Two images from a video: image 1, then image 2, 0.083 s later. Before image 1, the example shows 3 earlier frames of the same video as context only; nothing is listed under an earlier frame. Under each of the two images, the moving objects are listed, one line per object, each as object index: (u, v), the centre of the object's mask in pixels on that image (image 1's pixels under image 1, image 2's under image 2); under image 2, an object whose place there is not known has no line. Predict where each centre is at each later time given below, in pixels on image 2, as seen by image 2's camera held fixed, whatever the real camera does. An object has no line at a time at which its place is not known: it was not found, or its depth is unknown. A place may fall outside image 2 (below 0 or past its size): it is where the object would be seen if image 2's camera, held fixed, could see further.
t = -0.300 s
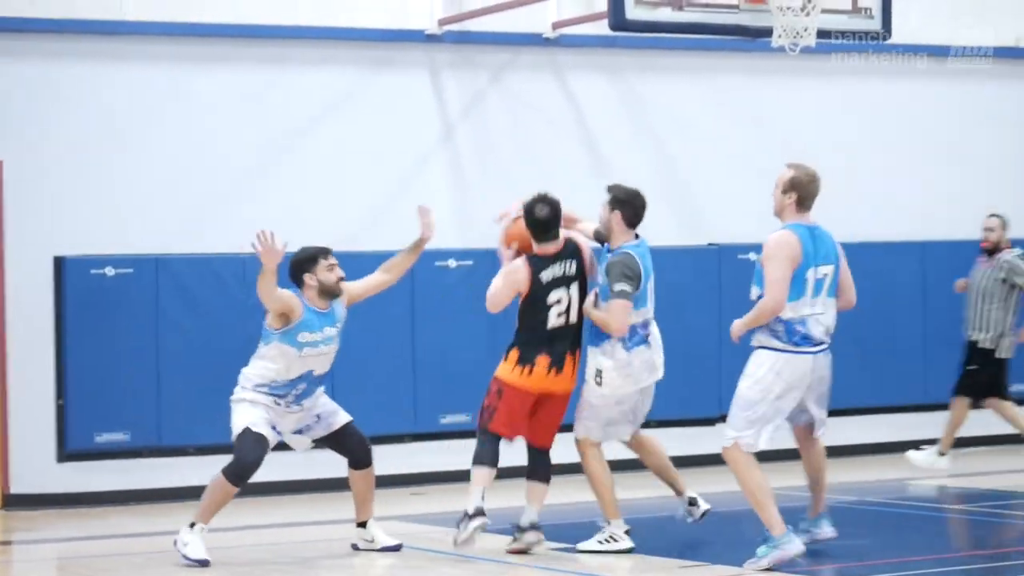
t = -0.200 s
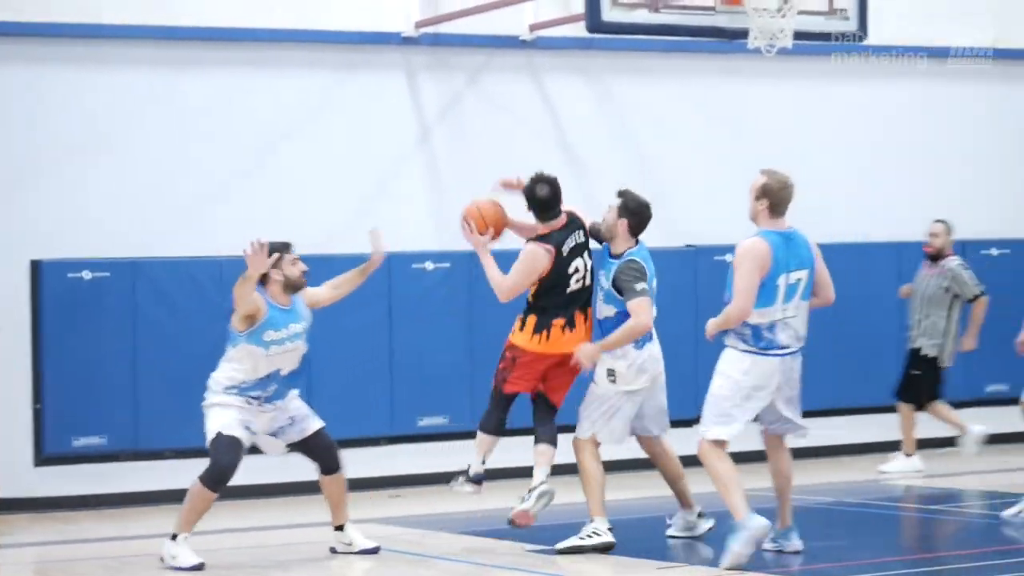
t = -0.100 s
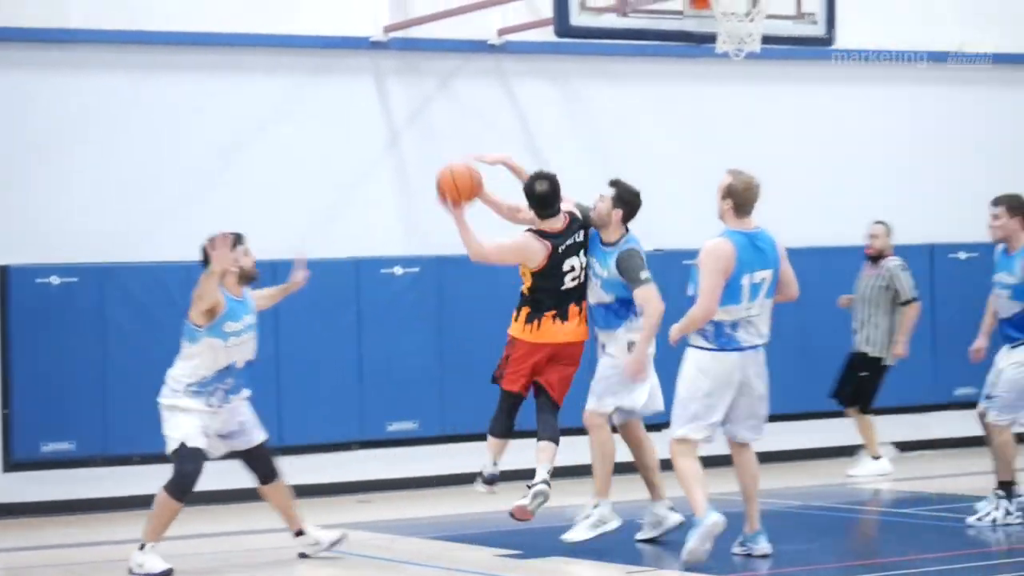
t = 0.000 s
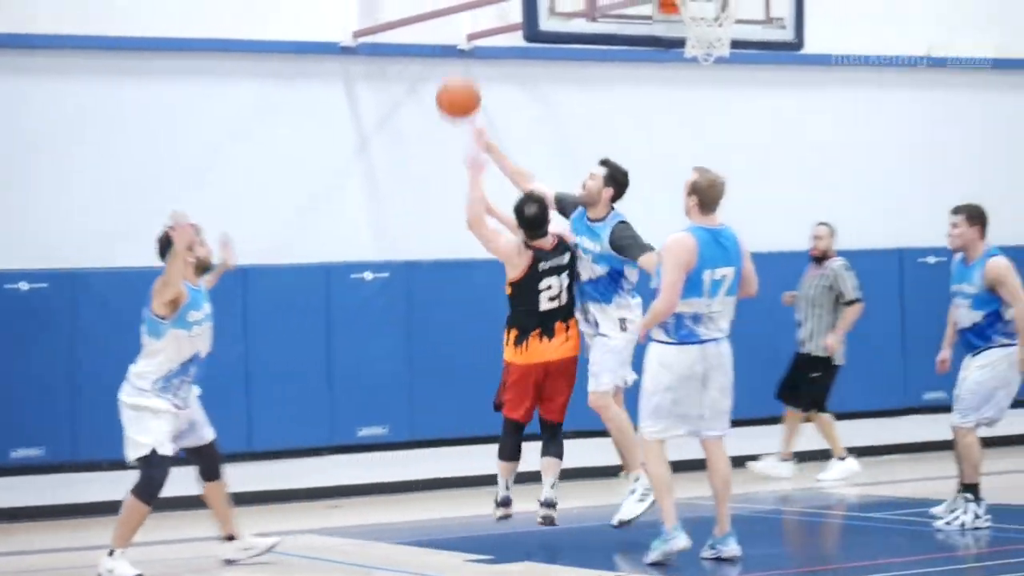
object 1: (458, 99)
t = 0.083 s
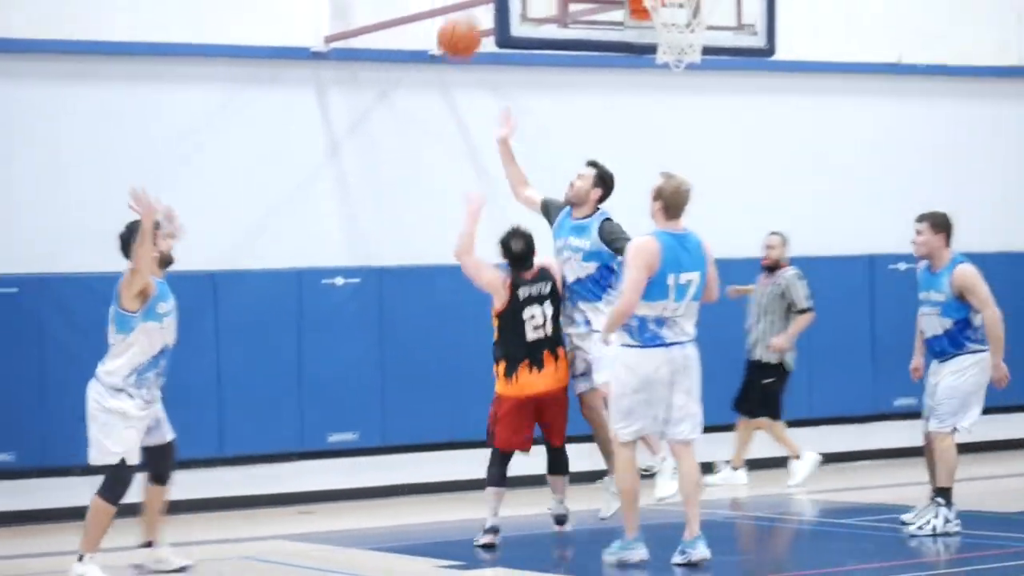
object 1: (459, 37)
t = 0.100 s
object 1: (465, 24)
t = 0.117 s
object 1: (471, 15)
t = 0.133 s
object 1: (478, 8)
